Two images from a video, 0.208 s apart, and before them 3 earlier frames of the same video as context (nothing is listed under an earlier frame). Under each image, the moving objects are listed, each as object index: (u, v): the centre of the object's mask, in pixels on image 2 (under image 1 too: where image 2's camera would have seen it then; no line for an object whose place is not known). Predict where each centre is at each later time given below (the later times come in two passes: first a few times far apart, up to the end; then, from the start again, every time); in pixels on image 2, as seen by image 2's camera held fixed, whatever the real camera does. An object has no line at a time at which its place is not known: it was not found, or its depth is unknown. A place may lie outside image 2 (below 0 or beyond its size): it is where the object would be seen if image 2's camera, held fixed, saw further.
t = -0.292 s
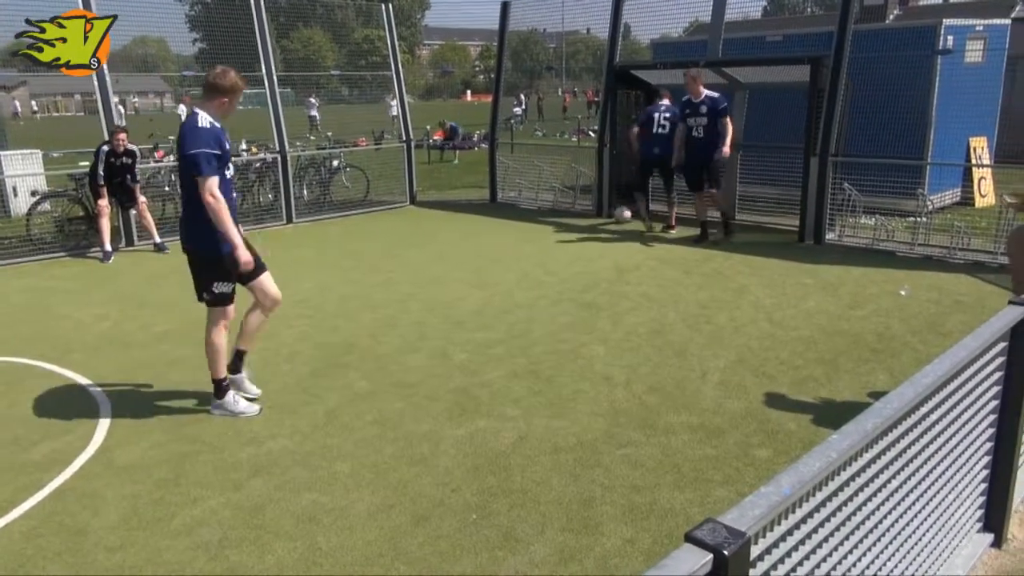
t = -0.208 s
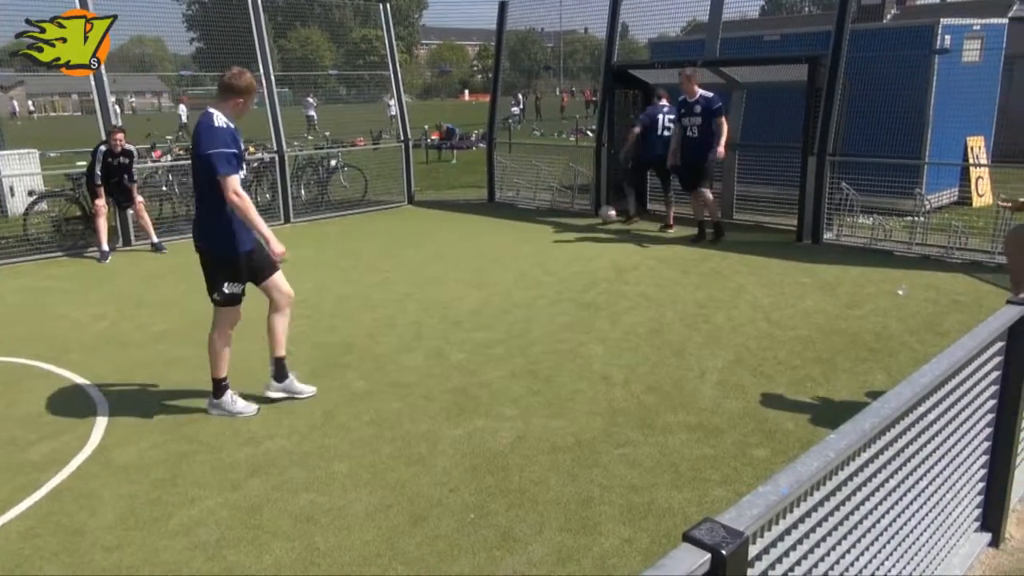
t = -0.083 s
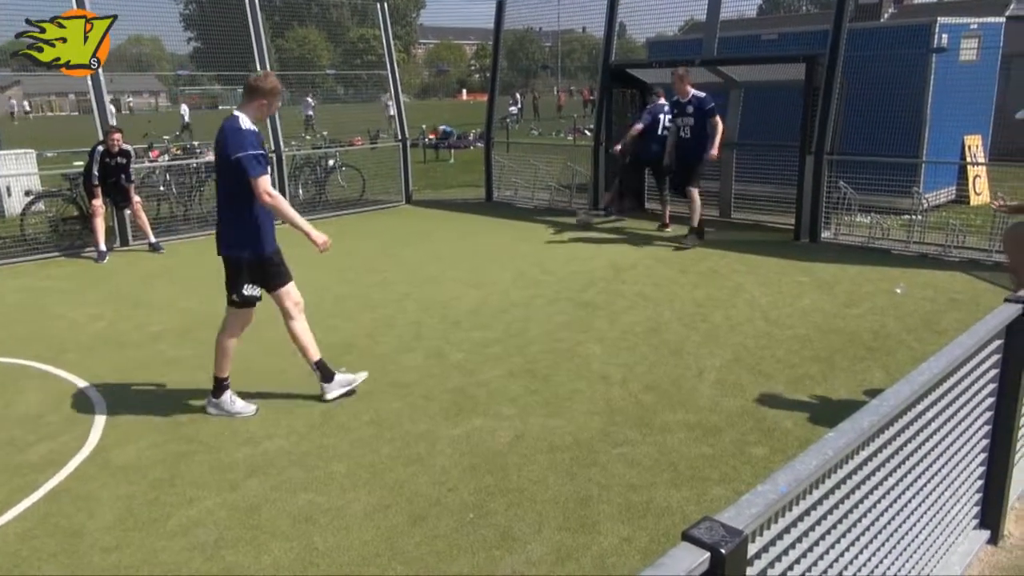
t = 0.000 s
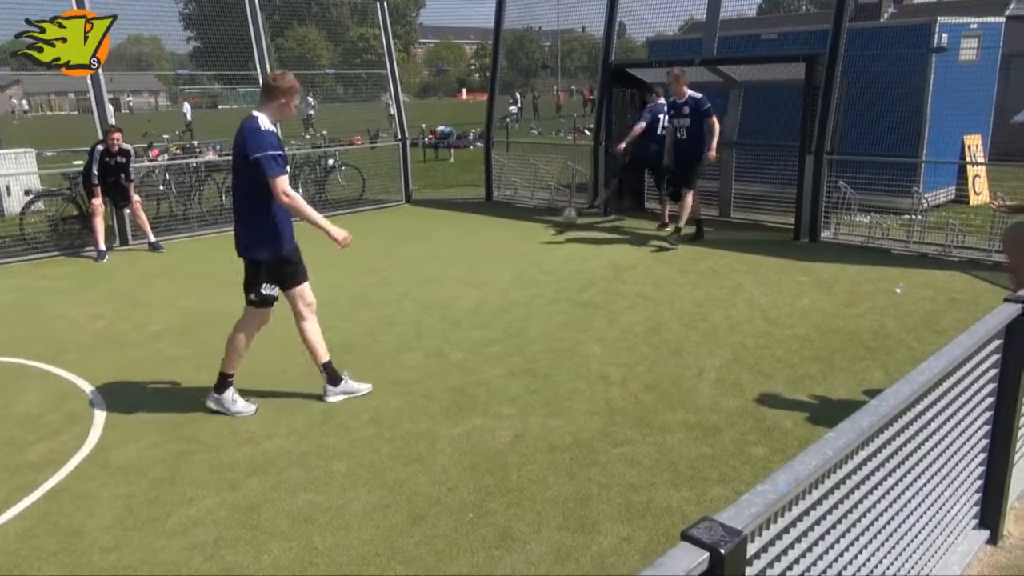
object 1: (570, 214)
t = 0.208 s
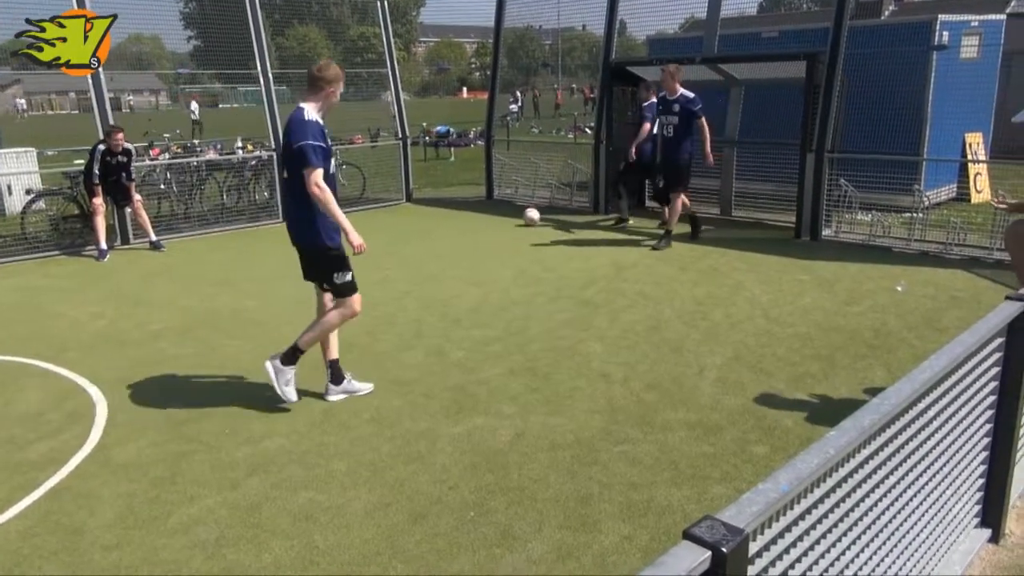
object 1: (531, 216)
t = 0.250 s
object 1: (524, 217)
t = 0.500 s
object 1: (482, 218)
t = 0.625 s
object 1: (463, 218)
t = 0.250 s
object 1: (524, 217)
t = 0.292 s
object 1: (517, 217)
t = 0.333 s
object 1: (510, 217)
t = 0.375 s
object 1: (504, 217)
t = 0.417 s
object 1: (496, 218)
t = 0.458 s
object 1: (489, 218)
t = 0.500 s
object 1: (482, 218)
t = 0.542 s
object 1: (476, 218)
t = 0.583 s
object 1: (469, 218)
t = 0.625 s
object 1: (463, 218)
